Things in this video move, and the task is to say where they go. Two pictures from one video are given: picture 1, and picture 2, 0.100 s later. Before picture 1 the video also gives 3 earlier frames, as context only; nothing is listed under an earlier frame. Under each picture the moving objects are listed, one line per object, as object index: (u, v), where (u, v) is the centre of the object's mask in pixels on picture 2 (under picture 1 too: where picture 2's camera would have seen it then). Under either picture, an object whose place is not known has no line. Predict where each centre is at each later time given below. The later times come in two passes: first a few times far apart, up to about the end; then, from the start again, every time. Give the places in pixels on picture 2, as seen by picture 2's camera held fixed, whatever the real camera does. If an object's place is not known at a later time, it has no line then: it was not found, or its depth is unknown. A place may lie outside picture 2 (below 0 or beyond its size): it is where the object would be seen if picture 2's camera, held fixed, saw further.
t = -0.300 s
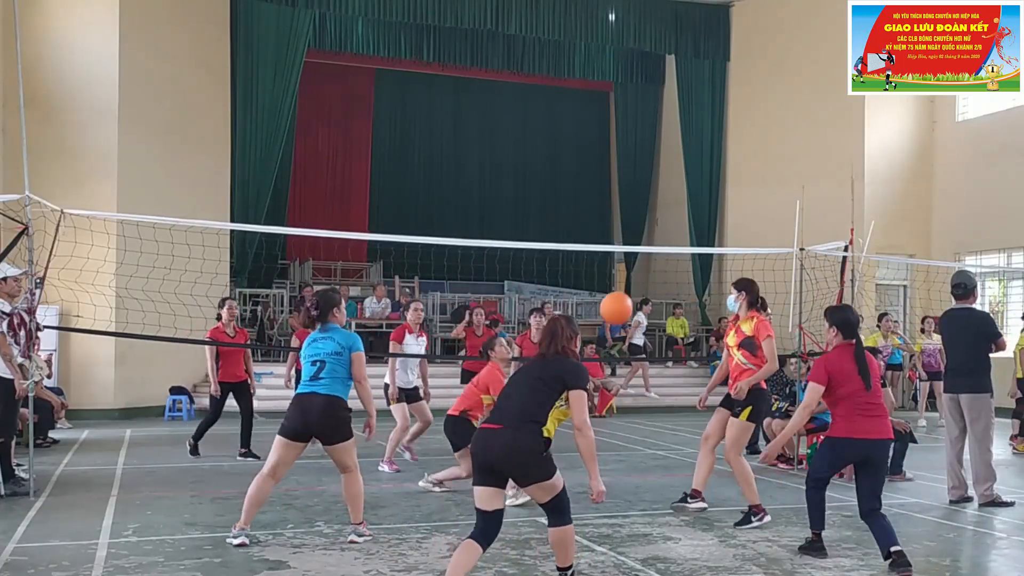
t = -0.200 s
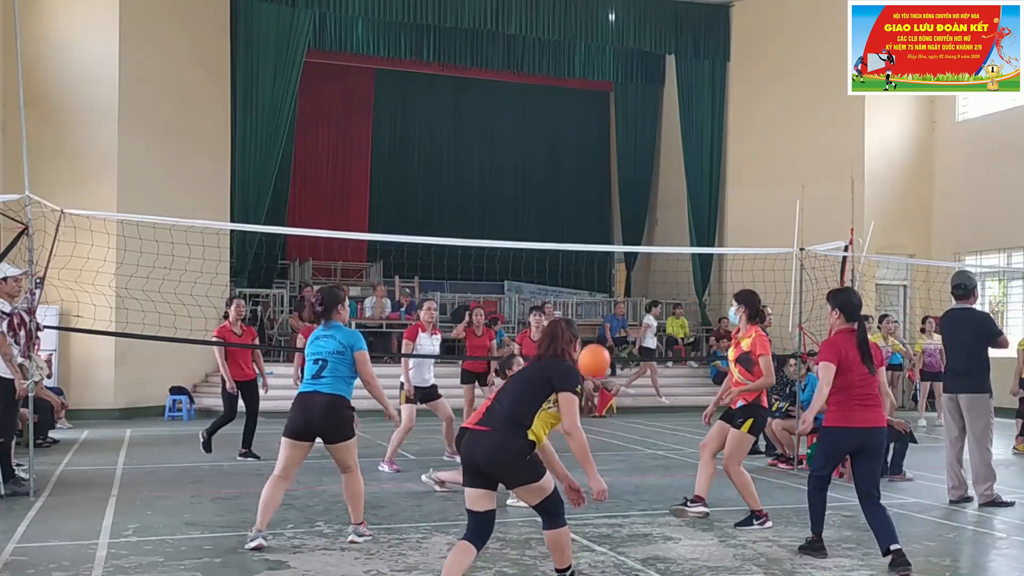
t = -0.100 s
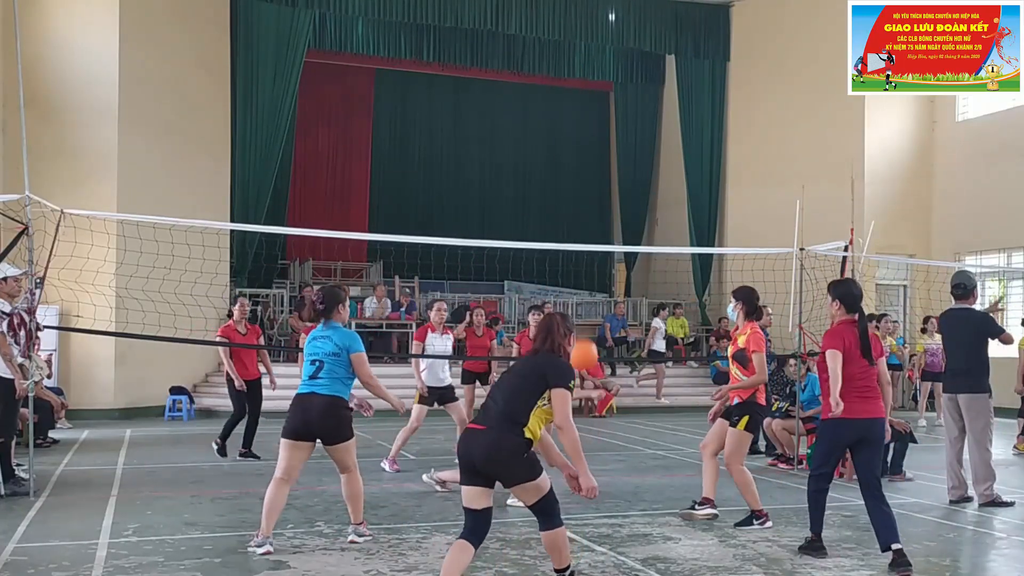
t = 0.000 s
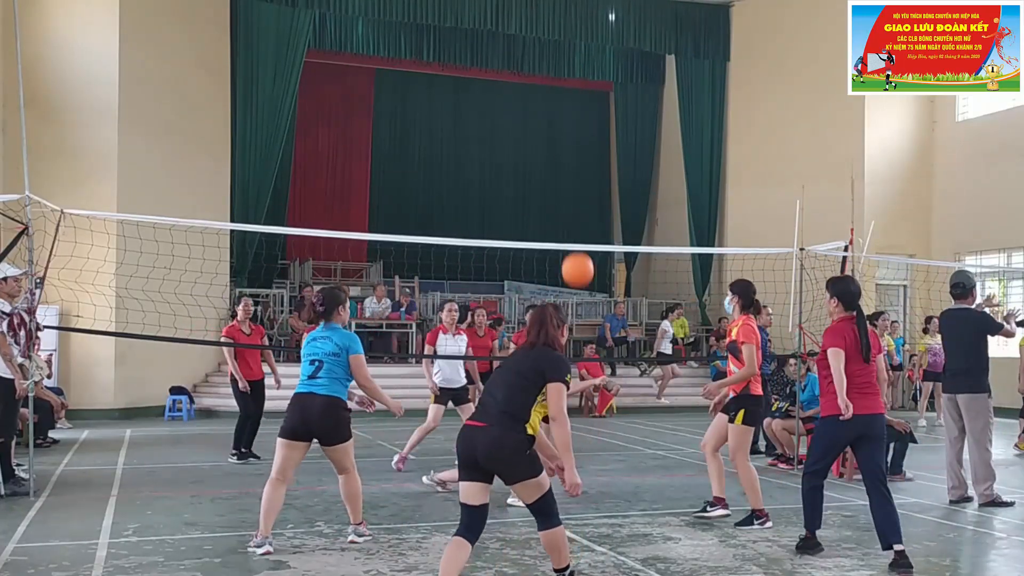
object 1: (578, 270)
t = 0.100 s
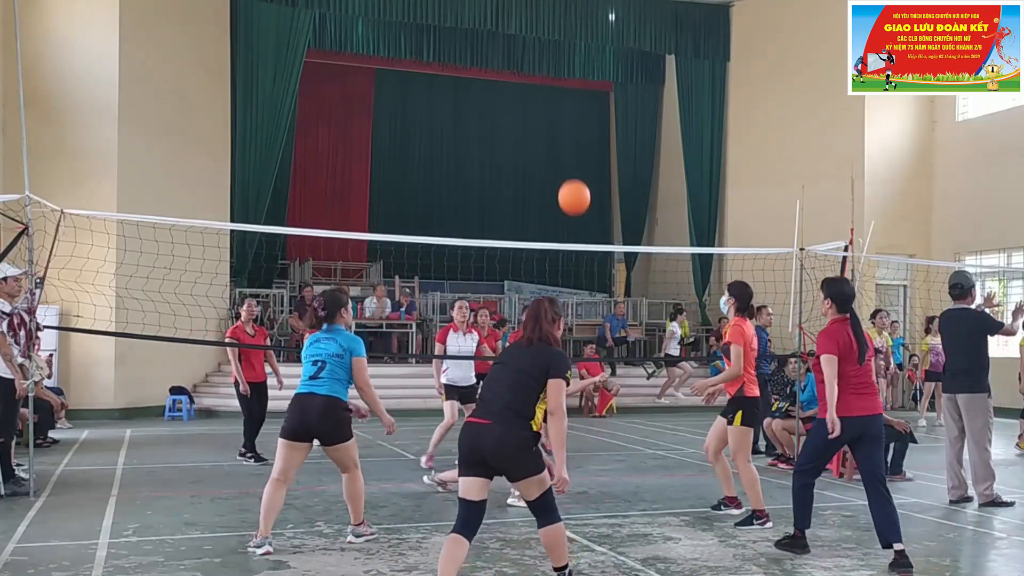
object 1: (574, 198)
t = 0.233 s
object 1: (570, 122)
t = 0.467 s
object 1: (560, 49)
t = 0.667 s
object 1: (552, 45)
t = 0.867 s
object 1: (543, 95)
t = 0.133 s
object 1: (573, 177)
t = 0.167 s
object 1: (572, 157)
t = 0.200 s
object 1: (571, 138)
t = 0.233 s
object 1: (570, 122)
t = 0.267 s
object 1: (569, 107)
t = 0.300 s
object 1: (567, 93)
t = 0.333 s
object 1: (566, 81)
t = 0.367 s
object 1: (564, 71)
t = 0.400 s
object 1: (563, 62)
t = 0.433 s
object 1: (562, 55)
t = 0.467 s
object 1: (560, 49)
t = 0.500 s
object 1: (559, 45)
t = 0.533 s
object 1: (557, 42)
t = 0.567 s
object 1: (556, 41)
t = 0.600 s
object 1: (555, 41)
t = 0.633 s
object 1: (553, 42)
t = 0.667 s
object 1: (552, 45)
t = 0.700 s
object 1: (550, 50)
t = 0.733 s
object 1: (549, 56)
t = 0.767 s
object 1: (547, 63)
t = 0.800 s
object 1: (546, 72)
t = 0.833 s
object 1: (544, 83)
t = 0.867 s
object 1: (543, 95)
